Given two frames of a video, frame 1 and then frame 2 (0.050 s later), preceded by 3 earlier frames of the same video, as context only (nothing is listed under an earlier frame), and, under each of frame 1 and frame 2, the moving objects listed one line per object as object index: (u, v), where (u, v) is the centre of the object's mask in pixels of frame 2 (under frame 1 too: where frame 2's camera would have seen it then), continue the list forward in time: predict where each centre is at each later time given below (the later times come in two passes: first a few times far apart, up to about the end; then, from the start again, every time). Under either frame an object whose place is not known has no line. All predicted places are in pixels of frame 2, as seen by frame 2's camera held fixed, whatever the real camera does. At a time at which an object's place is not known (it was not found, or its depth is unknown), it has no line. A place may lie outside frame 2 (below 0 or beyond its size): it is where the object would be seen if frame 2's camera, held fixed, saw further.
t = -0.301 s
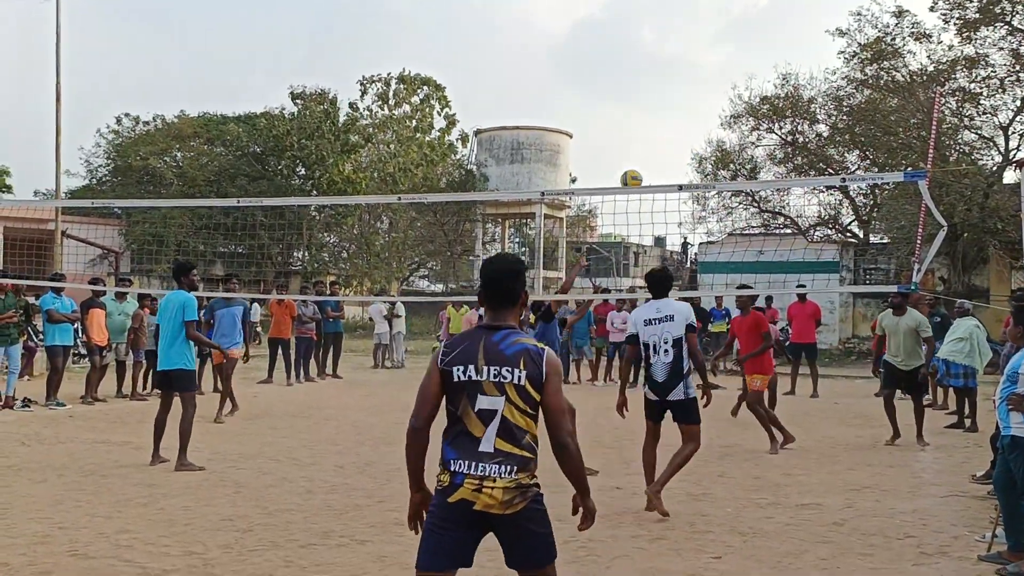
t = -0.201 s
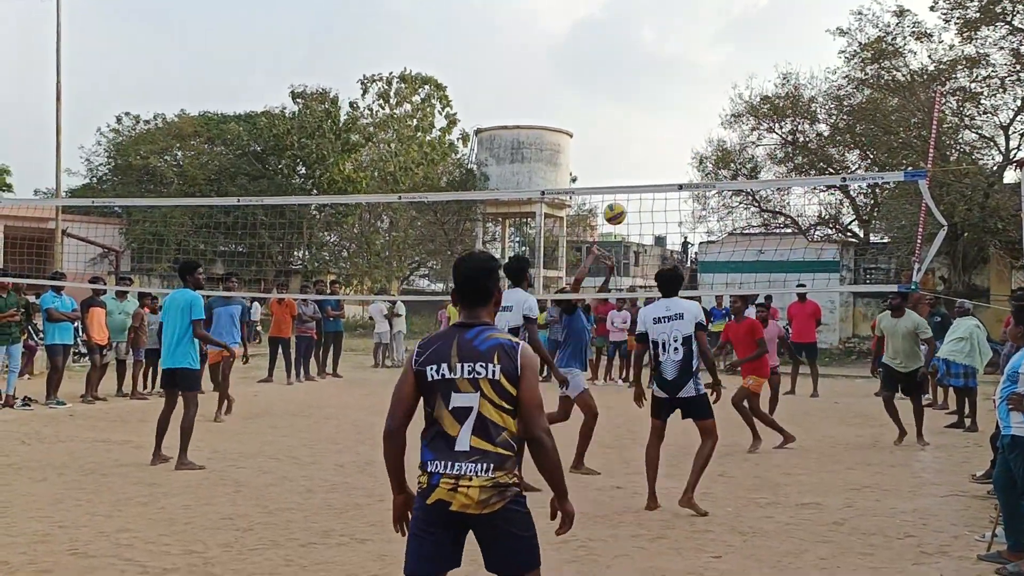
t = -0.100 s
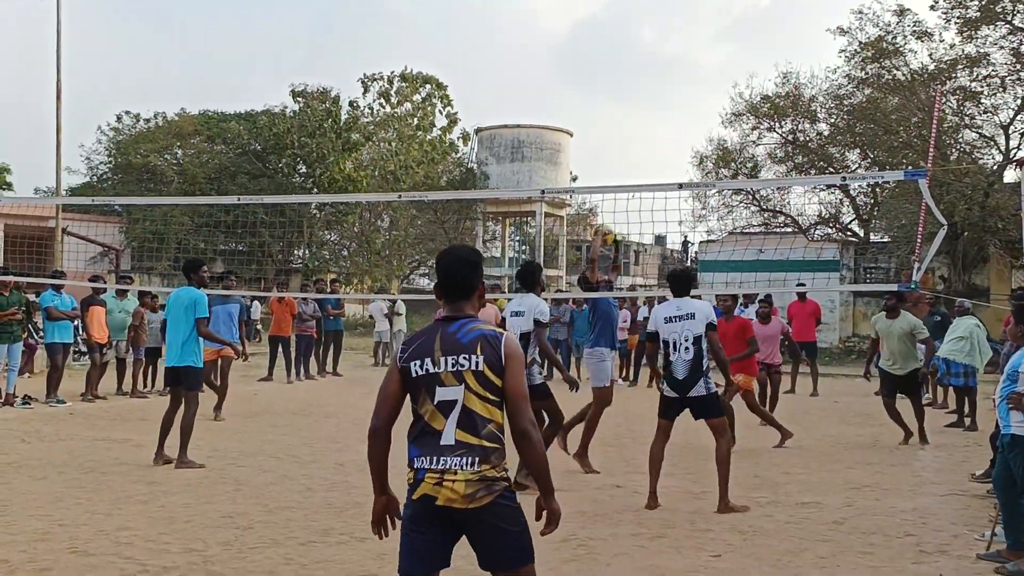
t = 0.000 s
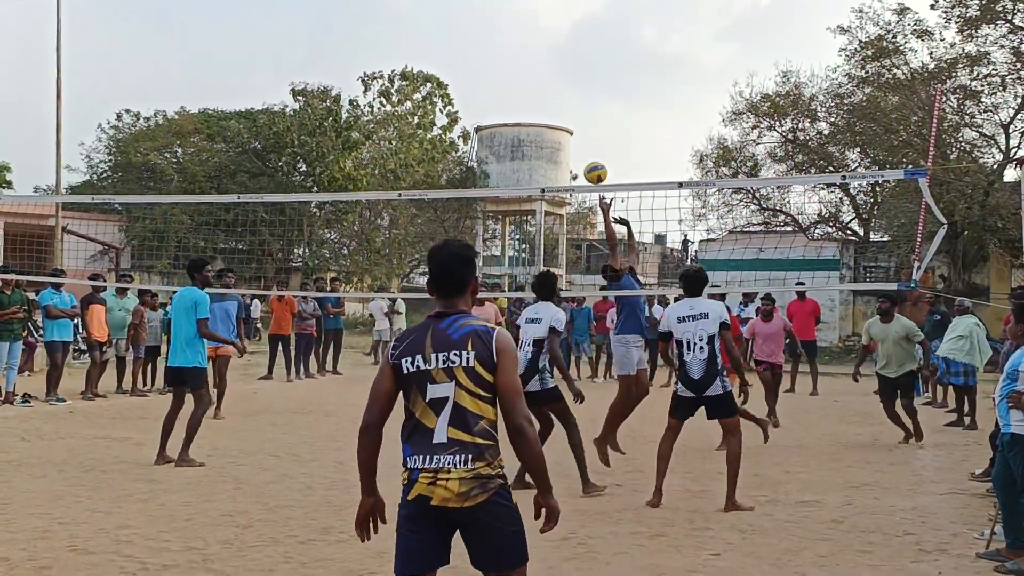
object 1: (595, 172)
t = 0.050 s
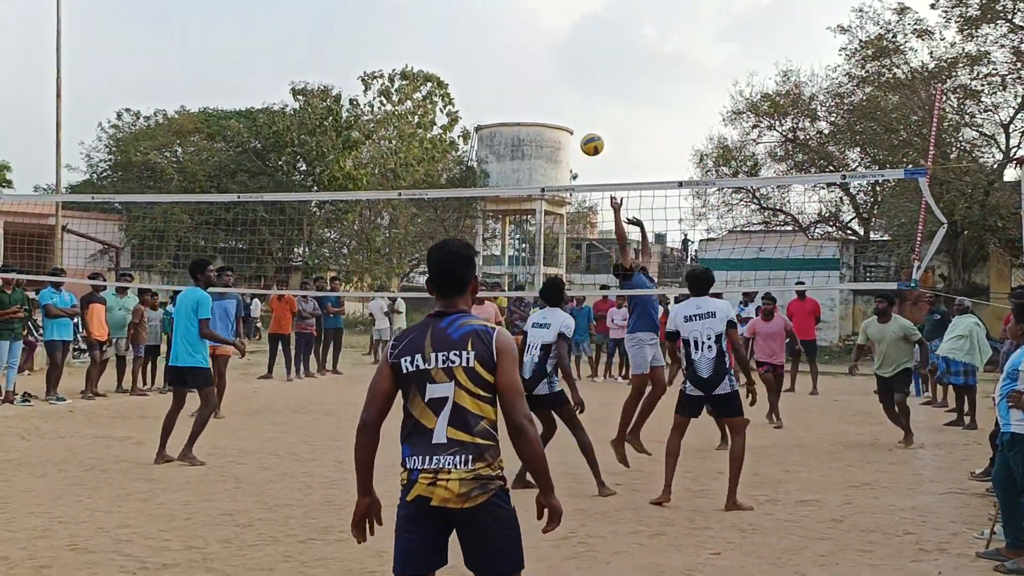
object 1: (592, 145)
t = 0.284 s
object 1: (576, 52)
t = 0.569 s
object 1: (558, 21)
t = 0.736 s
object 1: (547, 45)
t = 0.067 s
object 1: (591, 136)
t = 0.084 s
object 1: (590, 128)
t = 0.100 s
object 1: (589, 120)
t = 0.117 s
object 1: (588, 112)
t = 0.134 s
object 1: (586, 105)
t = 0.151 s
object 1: (585, 98)
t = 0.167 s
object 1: (584, 91)
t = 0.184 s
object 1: (583, 84)
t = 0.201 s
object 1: (582, 78)
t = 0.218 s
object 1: (581, 72)
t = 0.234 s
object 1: (580, 67)
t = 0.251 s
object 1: (578, 62)
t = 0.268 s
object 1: (577, 57)
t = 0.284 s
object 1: (576, 52)
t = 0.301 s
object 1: (575, 48)
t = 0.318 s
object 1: (574, 44)
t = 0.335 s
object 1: (573, 40)
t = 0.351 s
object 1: (572, 37)
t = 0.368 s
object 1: (571, 33)
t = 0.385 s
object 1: (570, 31)
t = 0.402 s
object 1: (569, 28)
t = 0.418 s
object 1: (568, 26)
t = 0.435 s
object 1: (567, 24)
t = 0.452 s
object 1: (565, 23)
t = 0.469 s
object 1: (564, 22)
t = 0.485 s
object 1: (563, 21)
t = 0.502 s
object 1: (562, 20)
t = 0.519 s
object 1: (561, 20)
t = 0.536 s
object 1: (560, 20)
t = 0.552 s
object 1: (559, 20)
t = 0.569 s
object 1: (558, 21)
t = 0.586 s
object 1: (557, 22)
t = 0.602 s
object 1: (555, 23)
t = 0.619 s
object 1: (554, 25)
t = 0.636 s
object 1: (553, 27)
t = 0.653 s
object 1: (552, 29)
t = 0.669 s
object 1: (551, 31)
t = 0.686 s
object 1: (550, 34)
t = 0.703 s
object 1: (549, 37)
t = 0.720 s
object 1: (548, 41)
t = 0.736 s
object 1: (547, 45)
